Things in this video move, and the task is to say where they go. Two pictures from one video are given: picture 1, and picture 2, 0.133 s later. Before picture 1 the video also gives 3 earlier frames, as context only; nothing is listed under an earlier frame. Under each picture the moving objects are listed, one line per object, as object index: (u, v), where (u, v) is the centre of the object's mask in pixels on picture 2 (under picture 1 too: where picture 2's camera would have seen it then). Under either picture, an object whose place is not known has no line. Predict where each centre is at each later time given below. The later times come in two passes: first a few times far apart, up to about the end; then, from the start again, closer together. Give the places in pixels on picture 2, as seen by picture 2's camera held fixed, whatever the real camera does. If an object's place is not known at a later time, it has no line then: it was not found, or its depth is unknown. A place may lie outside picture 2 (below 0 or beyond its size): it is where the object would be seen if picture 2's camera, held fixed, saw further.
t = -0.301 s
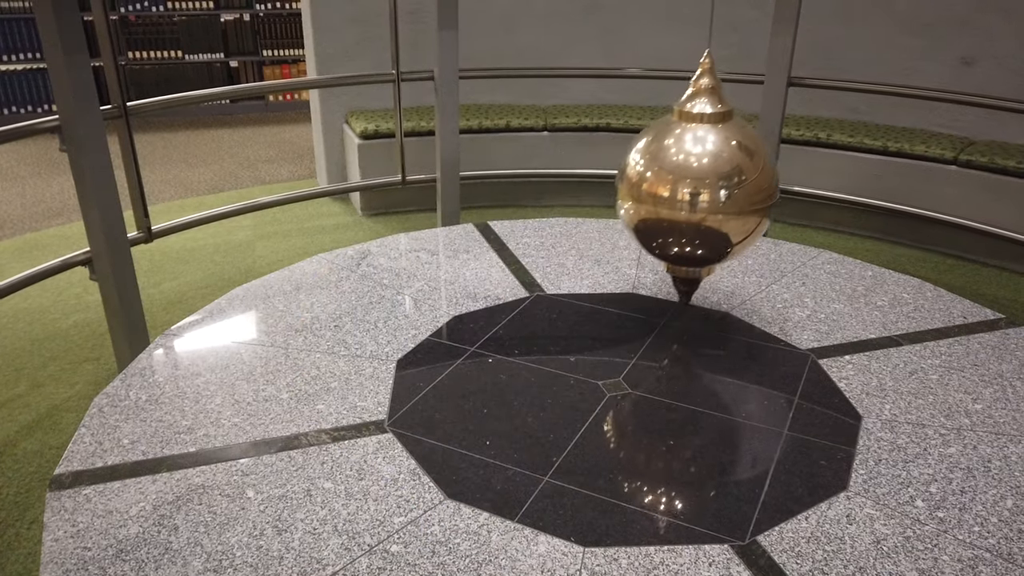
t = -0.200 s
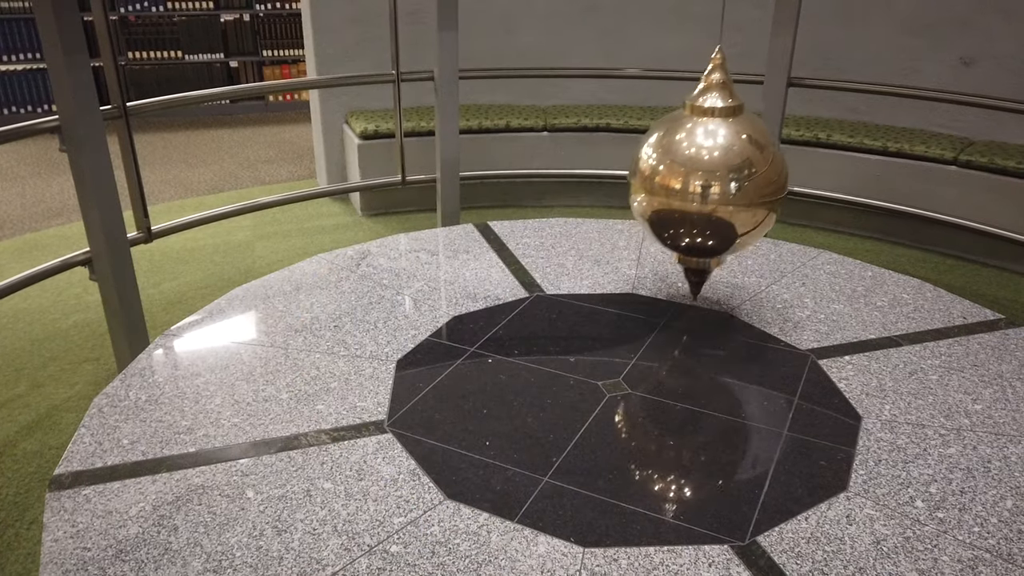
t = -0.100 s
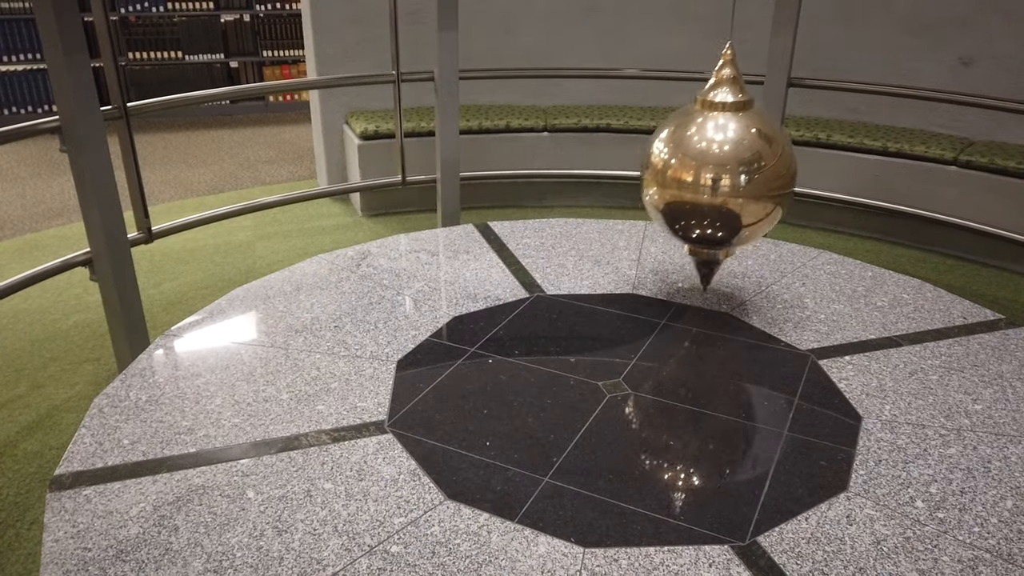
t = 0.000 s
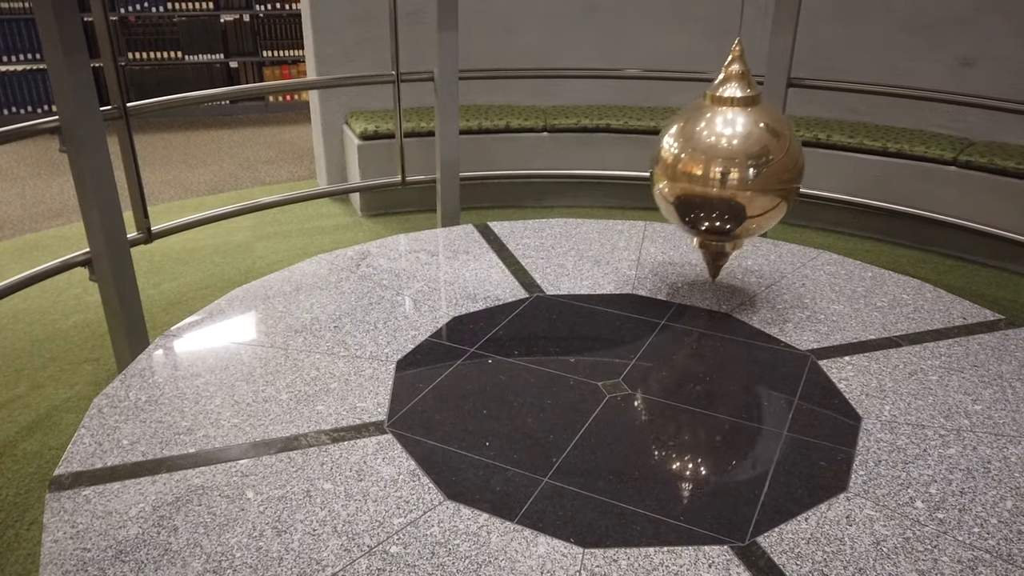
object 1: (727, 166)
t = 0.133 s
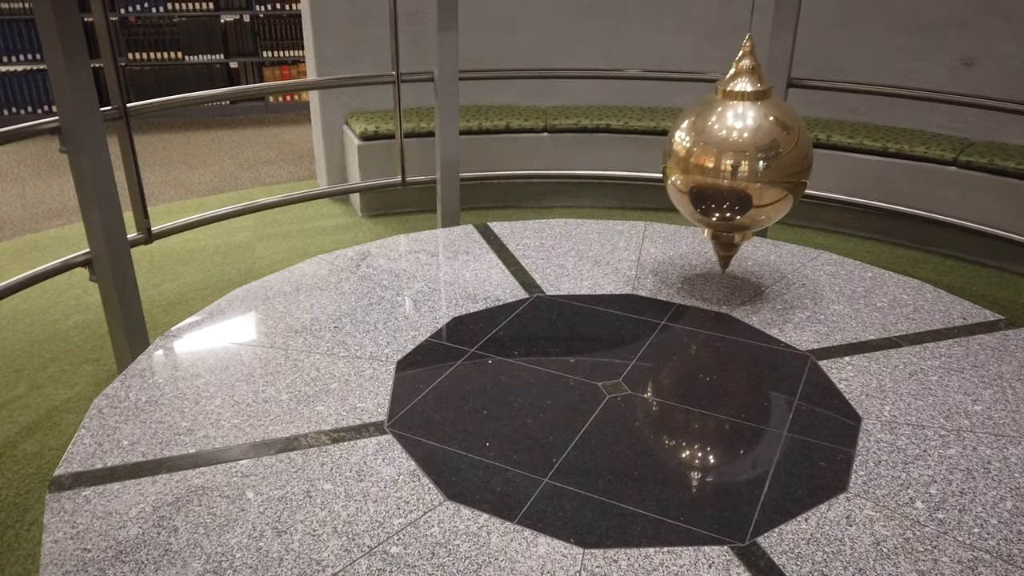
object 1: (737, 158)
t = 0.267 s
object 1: (746, 152)
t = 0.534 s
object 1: (758, 143)
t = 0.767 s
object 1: (763, 138)
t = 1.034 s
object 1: (764, 138)
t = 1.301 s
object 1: (757, 143)
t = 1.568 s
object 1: (745, 152)
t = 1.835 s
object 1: (726, 166)
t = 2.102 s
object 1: (698, 184)
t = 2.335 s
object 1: (668, 203)
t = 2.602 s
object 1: (626, 229)
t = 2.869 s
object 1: (576, 258)
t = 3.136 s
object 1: (516, 292)
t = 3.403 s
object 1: (453, 328)
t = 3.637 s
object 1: (396, 357)
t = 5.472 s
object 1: (510, 295)
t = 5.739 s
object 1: (570, 259)
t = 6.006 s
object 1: (622, 231)
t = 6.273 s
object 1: (665, 205)
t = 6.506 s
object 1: (696, 185)
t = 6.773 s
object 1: (724, 166)
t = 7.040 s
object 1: (744, 152)
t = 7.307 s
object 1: (757, 143)
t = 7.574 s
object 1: (764, 137)
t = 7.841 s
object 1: (764, 136)
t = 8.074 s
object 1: (760, 140)
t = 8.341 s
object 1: (748, 148)
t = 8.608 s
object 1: (731, 160)
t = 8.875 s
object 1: (705, 177)
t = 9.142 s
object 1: (671, 199)
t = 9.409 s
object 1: (629, 227)
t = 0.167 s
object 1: (739, 156)
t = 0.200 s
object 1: (742, 155)
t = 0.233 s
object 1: (744, 153)
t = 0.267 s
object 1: (746, 152)
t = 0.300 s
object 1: (747, 150)
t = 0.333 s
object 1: (750, 149)
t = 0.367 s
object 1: (751, 148)
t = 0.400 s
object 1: (753, 147)
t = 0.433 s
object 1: (754, 146)
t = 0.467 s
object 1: (756, 144)
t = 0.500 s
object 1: (757, 143)
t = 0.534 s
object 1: (758, 143)
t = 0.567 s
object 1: (758, 142)
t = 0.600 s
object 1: (759, 141)
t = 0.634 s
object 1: (761, 140)
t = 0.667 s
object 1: (761, 140)
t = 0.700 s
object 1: (762, 139)
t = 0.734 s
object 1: (763, 139)
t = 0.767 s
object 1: (763, 138)
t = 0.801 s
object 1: (764, 138)
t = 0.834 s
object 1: (764, 138)
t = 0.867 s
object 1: (764, 138)
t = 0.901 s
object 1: (764, 137)
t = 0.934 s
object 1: (764, 137)
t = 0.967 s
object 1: (764, 137)
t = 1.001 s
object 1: (764, 138)
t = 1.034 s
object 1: (764, 138)
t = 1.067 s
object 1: (763, 138)
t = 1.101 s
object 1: (762, 139)
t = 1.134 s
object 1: (762, 139)
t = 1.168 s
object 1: (761, 140)
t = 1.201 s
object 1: (760, 140)
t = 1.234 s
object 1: (760, 141)
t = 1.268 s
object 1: (759, 142)
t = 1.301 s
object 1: (757, 143)
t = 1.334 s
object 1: (756, 143)
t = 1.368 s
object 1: (755, 145)
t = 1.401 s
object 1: (754, 146)
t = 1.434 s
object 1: (752, 147)
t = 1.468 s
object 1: (751, 148)
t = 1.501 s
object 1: (749, 150)
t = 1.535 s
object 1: (747, 151)
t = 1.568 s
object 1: (745, 152)
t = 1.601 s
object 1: (743, 153)
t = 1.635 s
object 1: (741, 155)
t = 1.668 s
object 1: (738, 157)
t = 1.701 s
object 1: (736, 158)
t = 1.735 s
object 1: (734, 160)
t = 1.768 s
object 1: (731, 162)
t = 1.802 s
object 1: (729, 164)
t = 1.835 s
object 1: (726, 166)
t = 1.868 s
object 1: (723, 168)
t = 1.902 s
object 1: (719, 170)
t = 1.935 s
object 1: (716, 172)
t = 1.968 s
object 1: (713, 174)
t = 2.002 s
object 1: (709, 177)
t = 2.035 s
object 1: (706, 179)
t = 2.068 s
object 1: (702, 181)
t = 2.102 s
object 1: (698, 184)
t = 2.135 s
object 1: (694, 187)
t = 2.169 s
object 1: (690, 189)
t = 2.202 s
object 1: (686, 191)
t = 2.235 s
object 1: (681, 194)
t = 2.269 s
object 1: (678, 196)
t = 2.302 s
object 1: (673, 200)
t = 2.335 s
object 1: (668, 203)
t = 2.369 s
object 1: (663, 206)
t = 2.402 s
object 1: (658, 210)
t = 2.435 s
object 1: (653, 213)
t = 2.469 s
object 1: (648, 216)
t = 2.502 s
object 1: (643, 219)
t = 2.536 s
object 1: (637, 222)
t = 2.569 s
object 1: (632, 226)
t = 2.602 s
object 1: (626, 229)
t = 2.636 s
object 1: (620, 233)
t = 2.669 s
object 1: (615, 236)
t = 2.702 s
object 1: (608, 240)
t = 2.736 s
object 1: (602, 244)
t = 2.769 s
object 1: (596, 247)
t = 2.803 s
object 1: (589, 251)
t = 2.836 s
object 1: (583, 254)
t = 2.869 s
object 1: (576, 258)
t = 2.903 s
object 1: (569, 261)
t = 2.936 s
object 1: (561, 266)
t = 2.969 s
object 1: (554, 270)
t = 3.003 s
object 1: (547, 274)
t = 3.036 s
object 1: (539, 278)
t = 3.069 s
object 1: (532, 283)
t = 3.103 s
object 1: (524, 288)
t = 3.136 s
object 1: (516, 292)
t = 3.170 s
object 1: (508, 296)
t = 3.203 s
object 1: (501, 301)
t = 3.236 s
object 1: (493, 306)
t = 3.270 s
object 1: (485, 310)
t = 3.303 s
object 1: (476, 315)
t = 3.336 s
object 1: (469, 320)
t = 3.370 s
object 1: (460, 324)
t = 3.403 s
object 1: (453, 328)
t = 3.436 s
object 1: (444, 332)
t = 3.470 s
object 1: (436, 336)
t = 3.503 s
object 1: (428, 341)
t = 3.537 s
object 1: (420, 344)
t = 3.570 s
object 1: (413, 348)
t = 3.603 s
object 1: (404, 353)
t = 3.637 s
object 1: (396, 357)
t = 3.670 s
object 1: (388, 361)
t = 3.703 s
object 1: (382, 365)
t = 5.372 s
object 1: (486, 310)
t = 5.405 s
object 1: (494, 305)
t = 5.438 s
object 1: (502, 301)
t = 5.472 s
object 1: (510, 295)
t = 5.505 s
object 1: (518, 291)
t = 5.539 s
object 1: (526, 286)
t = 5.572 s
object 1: (534, 281)
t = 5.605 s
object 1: (541, 277)
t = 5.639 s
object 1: (549, 273)
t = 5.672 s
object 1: (556, 268)
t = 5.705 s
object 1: (563, 264)
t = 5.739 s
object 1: (570, 259)
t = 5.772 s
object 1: (577, 255)
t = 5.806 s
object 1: (584, 252)
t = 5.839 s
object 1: (591, 248)
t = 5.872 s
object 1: (597, 246)
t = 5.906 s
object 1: (604, 242)
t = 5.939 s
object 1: (610, 238)
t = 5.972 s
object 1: (616, 234)
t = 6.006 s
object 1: (622, 231)
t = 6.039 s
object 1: (628, 226)
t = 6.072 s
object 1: (634, 224)
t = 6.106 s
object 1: (639, 219)
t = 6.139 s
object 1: (644, 217)
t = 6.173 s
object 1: (650, 213)
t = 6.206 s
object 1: (655, 210)
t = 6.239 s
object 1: (660, 206)
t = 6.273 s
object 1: (665, 205)
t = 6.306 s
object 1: (669, 202)
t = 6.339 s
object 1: (674, 199)
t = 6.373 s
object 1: (679, 195)
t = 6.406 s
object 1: (684, 193)
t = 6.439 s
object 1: (688, 190)
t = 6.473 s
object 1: (692, 188)
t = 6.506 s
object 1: (696, 185)
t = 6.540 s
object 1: (700, 182)
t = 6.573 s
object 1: (704, 180)
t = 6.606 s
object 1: (708, 178)
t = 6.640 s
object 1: (711, 175)
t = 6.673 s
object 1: (715, 173)
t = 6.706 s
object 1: (718, 170)
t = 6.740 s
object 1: (721, 168)
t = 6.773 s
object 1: (724, 166)
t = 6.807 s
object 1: (727, 164)
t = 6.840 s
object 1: (730, 162)
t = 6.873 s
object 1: (733, 160)
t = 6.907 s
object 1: (735, 158)
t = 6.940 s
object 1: (738, 157)
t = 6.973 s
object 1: (740, 155)
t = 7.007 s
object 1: (742, 154)
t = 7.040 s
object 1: (744, 152)
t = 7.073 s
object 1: (746, 151)
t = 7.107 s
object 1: (748, 150)
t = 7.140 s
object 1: (750, 148)
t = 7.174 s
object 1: (751, 147)
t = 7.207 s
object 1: (753, 146)
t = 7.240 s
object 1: (754, 145)
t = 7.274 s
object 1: (756, 144)
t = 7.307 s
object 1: (757, 143)
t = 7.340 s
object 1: (758, 142)
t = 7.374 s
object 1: (759, 141)
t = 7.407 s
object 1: (760, 140)
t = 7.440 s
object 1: (761, 139)
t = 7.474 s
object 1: (762, 139)
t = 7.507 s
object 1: (763, 138)
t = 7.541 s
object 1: (764, 137)
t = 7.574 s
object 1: (764, 137)
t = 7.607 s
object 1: (764, 137)
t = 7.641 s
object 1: (765, 136)
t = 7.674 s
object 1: (765, 136)
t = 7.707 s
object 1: (765, 136)
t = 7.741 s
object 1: (765, 136)
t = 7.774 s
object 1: (765, 136)
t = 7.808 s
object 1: (765, 136)
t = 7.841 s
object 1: (764, 136)
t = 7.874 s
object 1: (764, 137)
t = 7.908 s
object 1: (764, 137)
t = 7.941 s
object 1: (763, 138)
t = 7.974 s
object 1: (762, 138)
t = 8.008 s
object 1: (762, 139)
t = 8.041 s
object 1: (760, 139)
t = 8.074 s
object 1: (760, 140)
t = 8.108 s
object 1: (759, 141)
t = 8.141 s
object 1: (758, 142)
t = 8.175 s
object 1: (756, 143)
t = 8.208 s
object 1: (755, 144)
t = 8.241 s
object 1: (753, 145)
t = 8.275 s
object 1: (752, 147)
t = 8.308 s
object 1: (750, 147)
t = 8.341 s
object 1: (748, 148)
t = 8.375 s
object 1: (747, 150)
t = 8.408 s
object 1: (745, 151)
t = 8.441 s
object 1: (743, 153)
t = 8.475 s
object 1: (741, 154)
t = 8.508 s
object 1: (738, 155)
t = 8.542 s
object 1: (736, 157)
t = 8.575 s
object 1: (733, 159)
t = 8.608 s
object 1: (731, 160)
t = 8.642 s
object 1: (728, 162)
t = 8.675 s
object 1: (725, 164)
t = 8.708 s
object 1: (722, 167)
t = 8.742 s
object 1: (719, 168)
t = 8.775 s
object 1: (715, 170)
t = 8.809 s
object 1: (711, 173)
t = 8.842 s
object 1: (708, 175)
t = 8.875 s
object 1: (705, 177)
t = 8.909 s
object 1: (701, 180)
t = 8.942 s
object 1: (697, 183)
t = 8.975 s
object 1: (693, 185)
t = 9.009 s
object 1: (688, 188)
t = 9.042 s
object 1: (685, 191)
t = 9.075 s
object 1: (681, 193)
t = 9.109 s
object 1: (676, 196)
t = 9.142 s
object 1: (671, 199)
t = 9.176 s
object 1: (666, 203)
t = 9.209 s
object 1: (660, 206)
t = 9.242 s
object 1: (656, 209)
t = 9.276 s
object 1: (651, 212)
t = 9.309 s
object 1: (646, 216)
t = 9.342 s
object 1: (640, 219)
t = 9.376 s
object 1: (634, 223)
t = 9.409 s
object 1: (629, 227)
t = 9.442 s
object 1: (623, 230)
